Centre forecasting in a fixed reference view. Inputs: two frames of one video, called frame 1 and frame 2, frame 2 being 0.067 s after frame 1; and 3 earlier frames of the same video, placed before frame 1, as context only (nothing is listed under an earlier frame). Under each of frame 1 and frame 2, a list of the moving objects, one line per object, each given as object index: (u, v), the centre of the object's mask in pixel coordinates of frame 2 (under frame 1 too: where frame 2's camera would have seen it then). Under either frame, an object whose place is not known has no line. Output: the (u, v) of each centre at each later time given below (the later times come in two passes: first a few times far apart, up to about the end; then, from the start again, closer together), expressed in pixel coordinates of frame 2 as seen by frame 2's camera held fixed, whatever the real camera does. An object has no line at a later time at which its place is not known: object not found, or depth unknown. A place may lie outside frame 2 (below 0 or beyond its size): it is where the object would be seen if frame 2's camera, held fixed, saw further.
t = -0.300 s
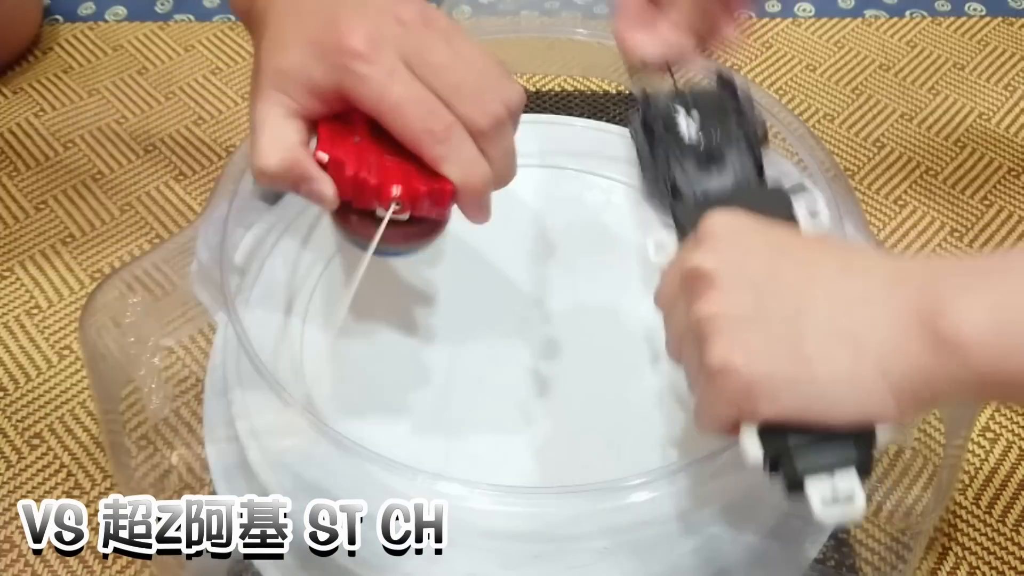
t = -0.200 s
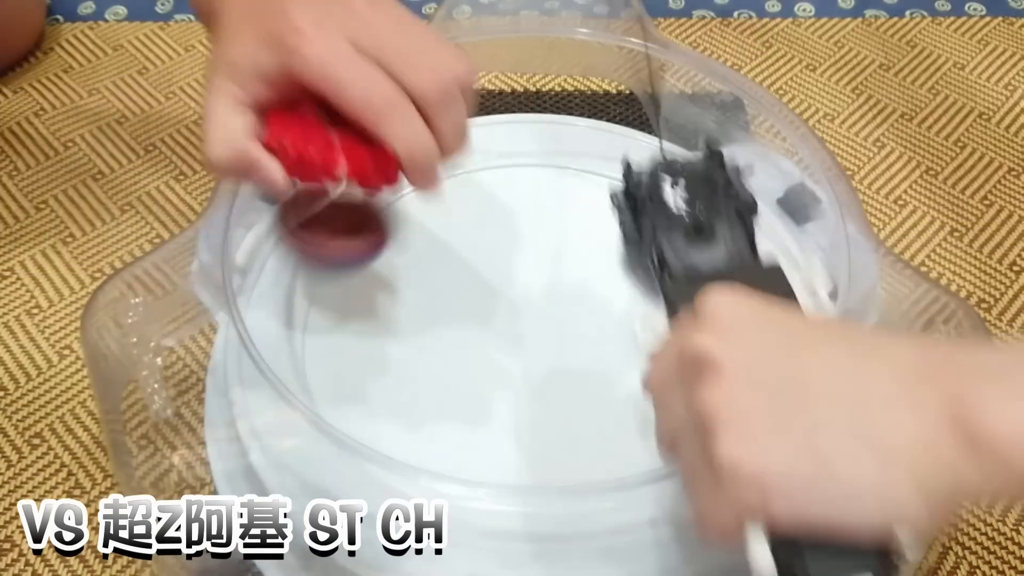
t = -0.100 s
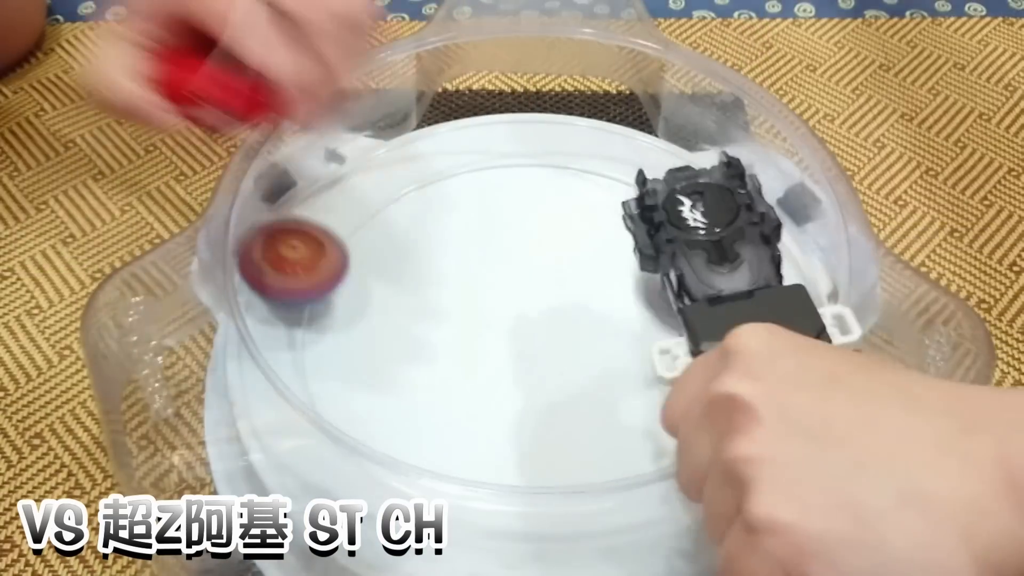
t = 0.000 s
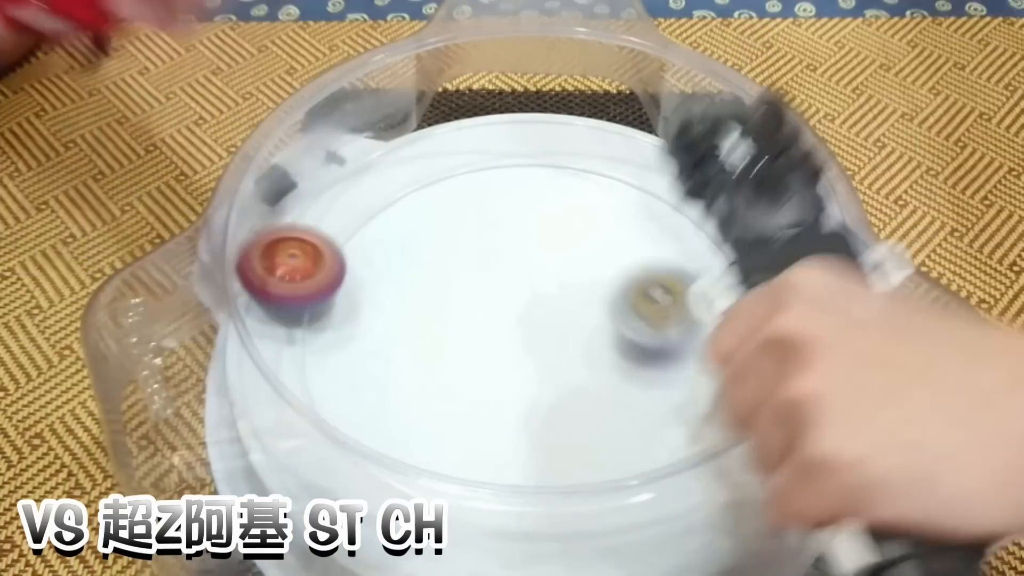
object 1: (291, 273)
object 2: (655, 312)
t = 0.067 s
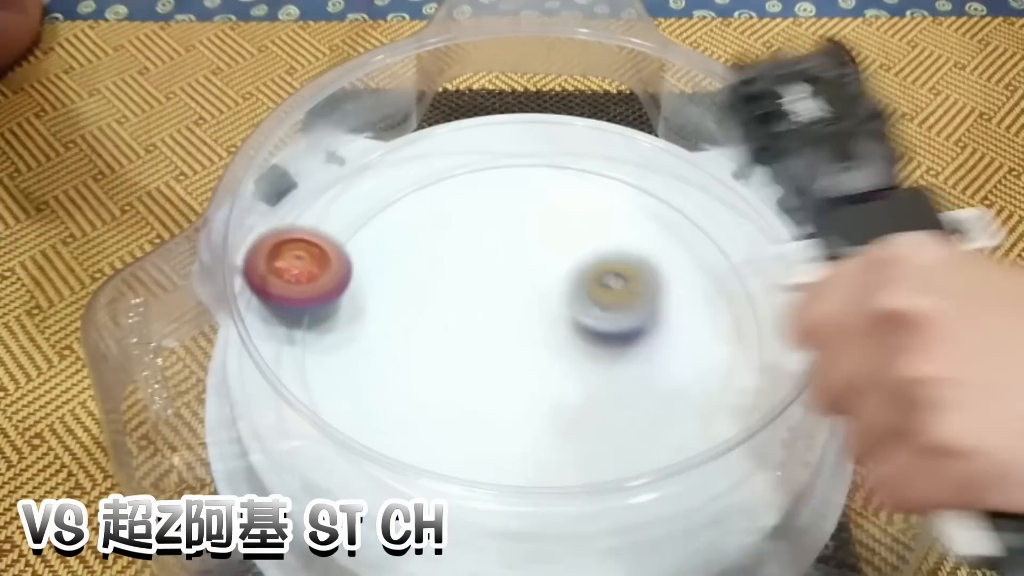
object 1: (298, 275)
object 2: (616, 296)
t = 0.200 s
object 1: (319, 291)
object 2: (536, 258)
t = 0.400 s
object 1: (437, 345)
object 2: (476, 230)
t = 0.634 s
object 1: (643, 280)
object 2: (491, 226)
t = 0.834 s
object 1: (702, 237)
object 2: (540, 223)
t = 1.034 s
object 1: (757, 241)
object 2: (455, 237)
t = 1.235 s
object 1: (715, 299)
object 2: (347, 237)
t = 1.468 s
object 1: (476, 349)
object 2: (411, 271)
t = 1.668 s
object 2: (600, 128)
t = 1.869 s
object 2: (595, 176)
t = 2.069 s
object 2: (464, 188)
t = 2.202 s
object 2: (412, 247)
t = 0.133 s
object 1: (305, 281)
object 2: (573, 276)
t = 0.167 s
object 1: (310, 285)
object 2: (553, 267)
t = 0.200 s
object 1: (319, 291)
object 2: (536, 258)
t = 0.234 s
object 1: (331, 304)
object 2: (521, 250)
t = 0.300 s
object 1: (364, 329)
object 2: (495, 237)
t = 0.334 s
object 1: (385, 338)
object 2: (486, 234)
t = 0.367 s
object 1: (409, 344)
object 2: (479, 231)
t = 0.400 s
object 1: (437, 345)
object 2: (476, 230)
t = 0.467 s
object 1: (496, 332)
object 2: (477, 231)
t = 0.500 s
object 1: (524, 320)
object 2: (482, 233)
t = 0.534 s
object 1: (550, 307)
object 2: (487, 237)
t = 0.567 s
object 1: (582, 296)
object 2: (489, 235)
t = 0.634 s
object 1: (643, 280)
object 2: (491, 226)
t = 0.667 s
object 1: (666, 271)
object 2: (495, 223)
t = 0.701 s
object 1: (685, 260)
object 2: (501, 221)
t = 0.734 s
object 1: (697, 253)
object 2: (509, 220)
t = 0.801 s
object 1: (705, 241)
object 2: (528, 221)
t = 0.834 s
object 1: (702, 237)
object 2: (540, 223)
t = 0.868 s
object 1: (694, 233)
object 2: (553, 224)
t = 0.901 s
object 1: (680, 232)
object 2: (566, 227)
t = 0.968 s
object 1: (717, 233)
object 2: (520, 235)
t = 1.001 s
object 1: (740, 235)
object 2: (485, 237)
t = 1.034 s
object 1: (757, 241)
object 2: (455, 237)
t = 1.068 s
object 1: (769, 248)
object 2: (425, 236)
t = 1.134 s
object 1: (766, 264)
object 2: (380, 235)
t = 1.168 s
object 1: (755, 276)
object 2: (363, 234)
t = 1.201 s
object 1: (738, 287)
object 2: (353, 236)
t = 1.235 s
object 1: (715, 299)
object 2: (347, 237)
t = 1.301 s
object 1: (653, 321)
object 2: (347, 244)
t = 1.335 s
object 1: (617, 330)
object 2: (354, 249)
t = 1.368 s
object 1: (581, 337)
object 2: (365, 254)
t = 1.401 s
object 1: (544, 342)
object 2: (379, 260)
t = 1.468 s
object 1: (476, 349)
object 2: (411, 271)
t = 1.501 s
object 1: (471, 426)
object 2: (404, 193)
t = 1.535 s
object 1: (490, 503)
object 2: (419, 129)
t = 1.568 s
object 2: (455, 117)
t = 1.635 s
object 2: (553, 123)
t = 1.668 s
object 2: (600, 128)
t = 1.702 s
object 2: (633, 140)
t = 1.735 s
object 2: (650, 179)
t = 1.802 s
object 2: (650, 218)
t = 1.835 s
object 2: (622, 194)
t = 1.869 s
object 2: (595, 176)
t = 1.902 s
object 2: (567, 168)
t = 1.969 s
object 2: (517, 162)
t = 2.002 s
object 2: (497, 167)
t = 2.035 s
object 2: (479, 176)
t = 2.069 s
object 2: (464, 188)
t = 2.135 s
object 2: (437, 214)
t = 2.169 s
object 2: (424, 230)
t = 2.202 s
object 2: (412, 247)
